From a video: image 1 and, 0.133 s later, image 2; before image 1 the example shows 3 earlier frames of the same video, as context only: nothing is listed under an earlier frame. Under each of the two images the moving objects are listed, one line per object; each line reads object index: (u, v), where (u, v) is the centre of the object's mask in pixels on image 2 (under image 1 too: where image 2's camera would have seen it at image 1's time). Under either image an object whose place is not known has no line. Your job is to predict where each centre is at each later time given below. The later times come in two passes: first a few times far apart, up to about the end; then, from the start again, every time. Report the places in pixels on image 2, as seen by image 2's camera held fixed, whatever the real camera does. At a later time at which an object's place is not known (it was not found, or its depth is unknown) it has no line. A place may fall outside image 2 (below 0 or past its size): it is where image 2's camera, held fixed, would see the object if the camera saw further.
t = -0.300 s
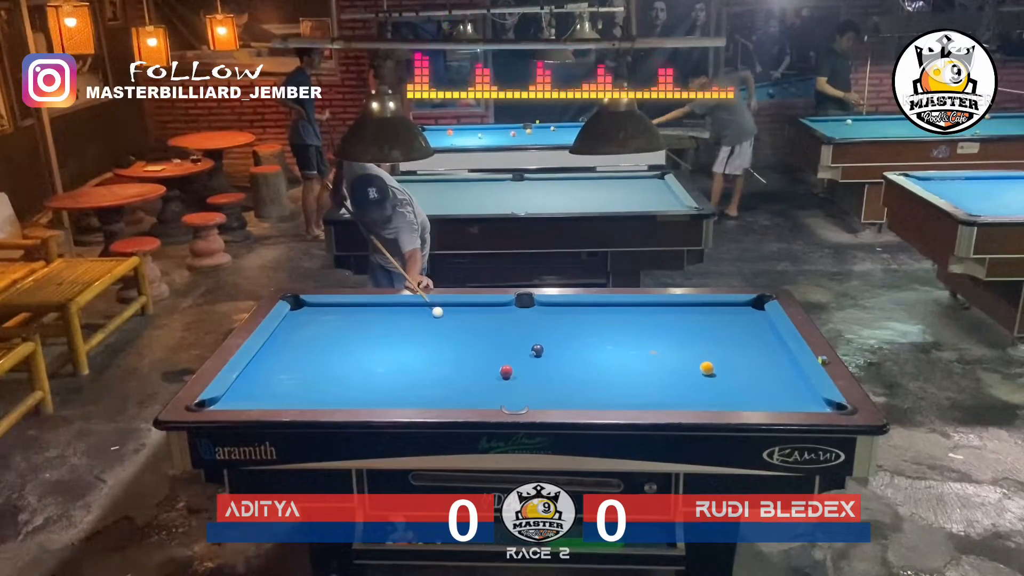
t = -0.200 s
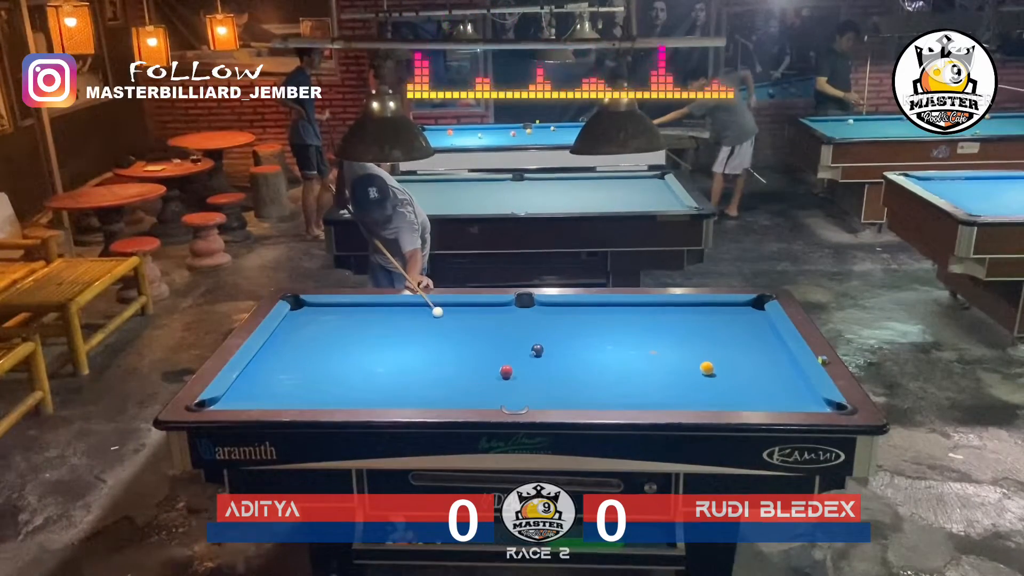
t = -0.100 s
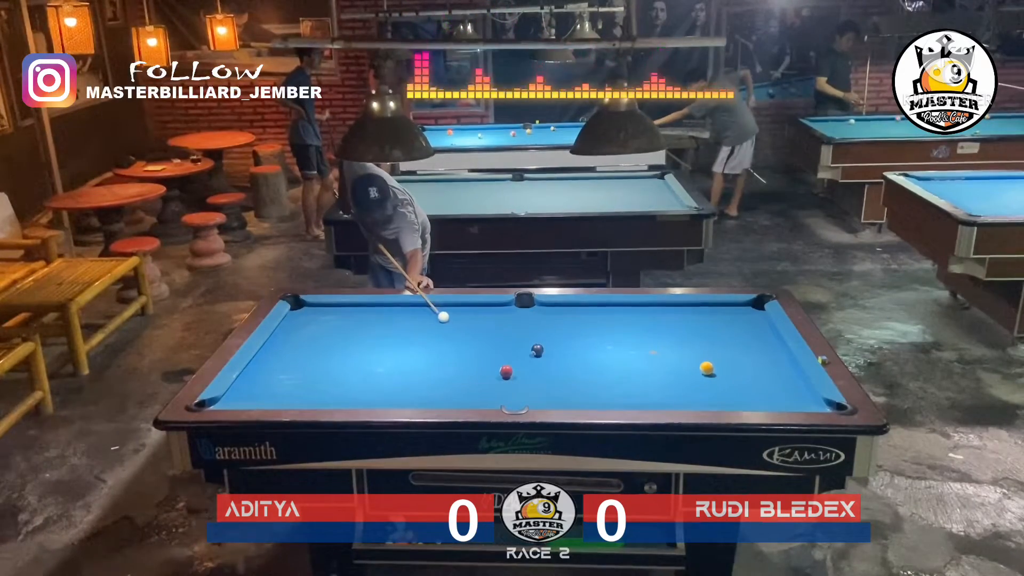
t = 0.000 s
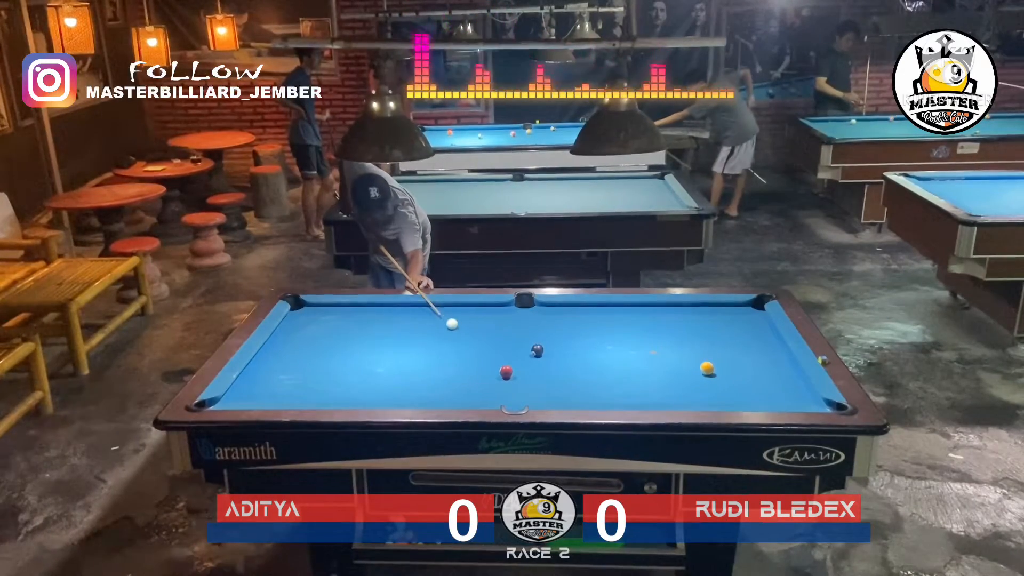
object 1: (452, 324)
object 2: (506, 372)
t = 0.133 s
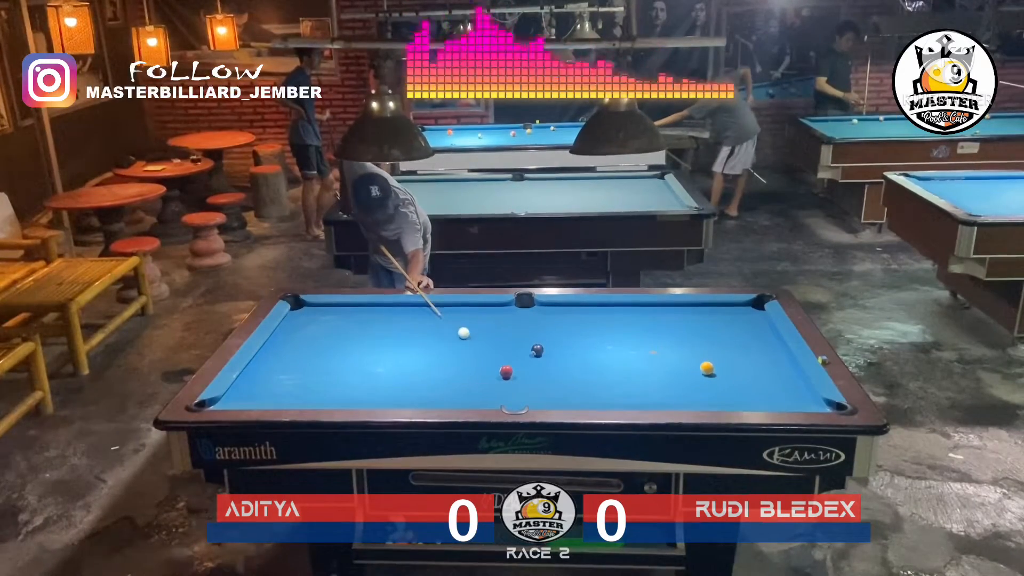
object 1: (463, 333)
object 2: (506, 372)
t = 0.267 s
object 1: (476, 343)
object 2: (506, 372)
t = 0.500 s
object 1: (498, 360)
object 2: (506, 371)
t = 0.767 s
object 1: (523, 369)
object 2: (507, 381)
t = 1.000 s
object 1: (542, 372)
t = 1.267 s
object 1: (563, 375)
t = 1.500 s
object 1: (579, 378)
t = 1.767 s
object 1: (594, 380)
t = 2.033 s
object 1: (607, 382)
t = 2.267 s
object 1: (616, 383)
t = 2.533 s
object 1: (624, 384)
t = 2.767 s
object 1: (628, 385)
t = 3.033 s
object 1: (632, 386)
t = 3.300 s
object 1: (632, 386)
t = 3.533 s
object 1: (632, 386)
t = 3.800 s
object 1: (633, 386)
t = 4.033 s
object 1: (633, 386)
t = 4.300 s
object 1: (633, 386)
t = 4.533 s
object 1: (632, 386)
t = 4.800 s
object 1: (633, 386)
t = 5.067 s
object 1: (633, 386)
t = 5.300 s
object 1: (633, 386)
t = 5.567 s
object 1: (632, 386)
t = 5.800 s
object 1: (632, 386)
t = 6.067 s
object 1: (632, 386)
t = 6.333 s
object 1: (632, 386)
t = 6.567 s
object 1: (632, 386)
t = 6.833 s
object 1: (632, 386)
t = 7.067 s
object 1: (632, 386)
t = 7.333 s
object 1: (632, 386)
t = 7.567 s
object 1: (632, 386)
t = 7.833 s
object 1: (632, 386)
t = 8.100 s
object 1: (632, 386)
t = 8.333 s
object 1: (632, 386)
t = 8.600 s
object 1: (633, 387)
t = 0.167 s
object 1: (467, 336)
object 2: (506, 372)
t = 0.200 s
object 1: (470, 338)
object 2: (506, 372)
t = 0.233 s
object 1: (473, 340)
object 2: (506, 372)
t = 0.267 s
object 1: (476, 343)
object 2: (506, 372)
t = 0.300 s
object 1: (479, 345)
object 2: (506, 372)
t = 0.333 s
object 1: (482, 348)
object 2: (506, 372)
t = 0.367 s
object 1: (485, 350)
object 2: (506, 372)
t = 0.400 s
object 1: (488, 353)
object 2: (506, 372)
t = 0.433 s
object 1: (491, 355)
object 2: (506, 372)
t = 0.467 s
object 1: (494, 358)
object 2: (506, 372)
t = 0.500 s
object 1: (498, 360)
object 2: (506, 371)
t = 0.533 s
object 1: (501, 362)
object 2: (506, 371)
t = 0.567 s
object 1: (504, 363)
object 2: (506, 372)
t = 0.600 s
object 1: (507, 364)
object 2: (506, 373)
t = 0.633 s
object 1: (511, 365)
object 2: (506, 374)
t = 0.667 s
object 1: (514, 367)
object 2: (506, 377)
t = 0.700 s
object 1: (517, 368)
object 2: (507, 378)
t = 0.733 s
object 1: (520, 368)
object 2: (507, 380)
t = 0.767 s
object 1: (523, 369)
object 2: (507, 381)
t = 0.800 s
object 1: (526, 369)
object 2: (507, 383)
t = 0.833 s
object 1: (529, 370)
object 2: (507, 384)
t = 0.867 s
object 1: (531, 370)
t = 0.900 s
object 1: (534, 370)
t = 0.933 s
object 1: (537, 371)
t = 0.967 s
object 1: (540, 371)
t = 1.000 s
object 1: (542, 372)
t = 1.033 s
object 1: (545, 372)
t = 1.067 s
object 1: (548, 372)
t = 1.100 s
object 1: (550, 373)
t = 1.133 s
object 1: (553, 373)
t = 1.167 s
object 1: (555, 374)
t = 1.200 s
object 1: (558, 374)
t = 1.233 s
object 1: (560, 374)
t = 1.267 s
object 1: (563, 375)
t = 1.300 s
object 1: (565, 375)
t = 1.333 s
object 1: (568, 376)
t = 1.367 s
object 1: (570, 376)
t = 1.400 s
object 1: (572, 376)
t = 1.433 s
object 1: (574, 377)
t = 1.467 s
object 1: (577, 377)
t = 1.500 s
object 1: (579, 378)
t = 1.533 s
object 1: (581, 378)
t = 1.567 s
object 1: (583, 378)
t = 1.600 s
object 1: (585, 378)
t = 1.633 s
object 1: (587, 379)
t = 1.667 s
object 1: (589, 379)
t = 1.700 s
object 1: (591, 379)
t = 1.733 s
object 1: (593, 380)
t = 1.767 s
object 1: (594, 380)
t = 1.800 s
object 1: (596, 380)
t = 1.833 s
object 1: (598, 380)
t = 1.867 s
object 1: (599, 381)
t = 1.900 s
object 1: (601, 381)
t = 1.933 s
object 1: (603, 381)
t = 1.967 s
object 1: (604, 381)
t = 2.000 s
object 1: (606, 382)
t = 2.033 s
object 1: (607, 382)
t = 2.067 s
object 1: (609, 382)
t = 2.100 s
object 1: (610, 382)
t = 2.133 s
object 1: (612, 382)
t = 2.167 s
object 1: (613, 382)
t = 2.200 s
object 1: (614, 382)
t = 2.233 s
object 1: (615, 382)
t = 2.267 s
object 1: (616, 383)
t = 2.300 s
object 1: (618, 383)
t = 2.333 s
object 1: (619, 383)
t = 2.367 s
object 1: (620, 383)
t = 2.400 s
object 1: (621, 383)
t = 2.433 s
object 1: (622, 384)
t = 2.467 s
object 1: (623, 384)
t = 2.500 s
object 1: (623, 384)
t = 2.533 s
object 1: (624, 384)
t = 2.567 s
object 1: (625, 384)
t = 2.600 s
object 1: (626, 384)
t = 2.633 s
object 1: (626, 384)
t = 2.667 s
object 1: (627, 385)
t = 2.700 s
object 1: (627, 385)
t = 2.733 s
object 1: (628, 385)
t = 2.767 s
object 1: (628, 385)
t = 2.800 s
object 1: (629, 385)
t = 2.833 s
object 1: (630, 385)
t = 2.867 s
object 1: (630, 385)
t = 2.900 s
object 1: (631, 385)
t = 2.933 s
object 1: (631, 386)
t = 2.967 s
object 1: (631, 386)
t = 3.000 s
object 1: (631, 386)
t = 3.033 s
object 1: (632, 386)
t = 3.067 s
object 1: (632, 386)
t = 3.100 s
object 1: (632, 386)
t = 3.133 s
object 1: (632, 386)
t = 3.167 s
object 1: (632, 386)
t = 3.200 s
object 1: (632, 386)
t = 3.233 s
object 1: (632, 386)
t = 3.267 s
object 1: (632, 386)
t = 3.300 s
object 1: (632, 386)
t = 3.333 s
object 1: (632, 386)
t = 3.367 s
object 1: (632, 386)
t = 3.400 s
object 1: (632, 386)
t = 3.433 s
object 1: (632, 386)
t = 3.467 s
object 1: (632, 386)
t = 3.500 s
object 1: (632, 386)
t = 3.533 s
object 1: (632, 386)
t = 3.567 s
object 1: (633, 386)
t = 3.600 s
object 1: (633, 386)
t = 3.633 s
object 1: (633, 386)
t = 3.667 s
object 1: (633, 386)
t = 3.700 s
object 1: (633, 386)
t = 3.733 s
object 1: (633, 386)
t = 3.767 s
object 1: (633, 386)
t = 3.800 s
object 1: (633, 386)
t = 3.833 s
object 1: (633, 386)
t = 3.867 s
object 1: (633, 386)
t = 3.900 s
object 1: (633, 386)
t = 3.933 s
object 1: (633, 386)
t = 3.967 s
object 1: (633, 386)
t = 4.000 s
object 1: (633, 386)
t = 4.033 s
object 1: (633, 386)
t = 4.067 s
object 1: (633, 386)
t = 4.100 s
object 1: (633, 386)
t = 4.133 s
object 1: (633, 386)
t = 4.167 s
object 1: (633, 386)
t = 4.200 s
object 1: (632, 386)
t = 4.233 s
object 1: (633, 386)
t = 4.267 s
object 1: (633, 386)
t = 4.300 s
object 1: (633, 386)
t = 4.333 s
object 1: (633, 386)
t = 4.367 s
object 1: (633, 386)
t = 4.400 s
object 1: (633, 386)
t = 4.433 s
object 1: (632, 386)
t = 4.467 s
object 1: (632, 386)
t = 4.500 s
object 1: (632, 386)
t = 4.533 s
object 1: (632, 386)
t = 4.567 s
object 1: (632, 386)
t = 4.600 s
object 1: (632, 386)
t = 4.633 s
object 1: (632, 386)
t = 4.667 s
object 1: (632, 386)
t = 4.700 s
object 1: (633, 386)
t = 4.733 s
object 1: (633, 386)
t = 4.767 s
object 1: (633, 386)
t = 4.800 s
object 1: (633, 386)
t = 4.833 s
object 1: (633, 386)
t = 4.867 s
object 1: (633, 386)
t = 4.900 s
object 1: (633, 386)
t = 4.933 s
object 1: (633, 386)
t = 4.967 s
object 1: (633, 386)
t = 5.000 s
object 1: (633, 386)
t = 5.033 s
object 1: (633, 386)
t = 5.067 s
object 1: (633, 386)
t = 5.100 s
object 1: (633, 386)
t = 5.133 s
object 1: (633, 386)
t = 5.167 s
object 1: (633, 386)
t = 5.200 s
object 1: (633, 386)
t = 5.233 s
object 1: (633, 386)
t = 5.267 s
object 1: (633, 386)
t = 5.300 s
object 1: (633, 386)
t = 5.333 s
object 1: (633, 386)
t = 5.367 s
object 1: (633, 386)
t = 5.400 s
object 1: (632, 386)
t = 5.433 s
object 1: (632, 386)
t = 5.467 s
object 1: (632, 386)
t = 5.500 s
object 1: (632, 386)
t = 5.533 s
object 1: (632, 386)
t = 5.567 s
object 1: (632, 386)
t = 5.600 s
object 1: (632, 386)
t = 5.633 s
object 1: (632, 386)
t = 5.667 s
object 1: (632, 386)
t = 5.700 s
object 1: (632, 386)
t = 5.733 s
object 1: (632, 386)
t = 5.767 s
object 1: (632, 386)
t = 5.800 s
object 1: (632, 386)
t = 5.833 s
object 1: (632, 386)
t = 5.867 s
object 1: (632, 386)
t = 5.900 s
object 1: (632, 386)
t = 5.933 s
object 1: (632, 386)
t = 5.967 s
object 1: (632, 386)
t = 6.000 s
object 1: (632, 386)
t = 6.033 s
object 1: (632, 386)
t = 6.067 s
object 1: (632, 386)
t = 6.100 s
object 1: (632, 386)
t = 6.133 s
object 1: (632, 386)
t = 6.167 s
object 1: (632, 386)
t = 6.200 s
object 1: (632, 386)
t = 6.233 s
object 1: (632, 386)
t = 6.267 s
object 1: (632, 386)
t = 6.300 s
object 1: (632, 386)
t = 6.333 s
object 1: (632, 386)
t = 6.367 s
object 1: (632, 386)
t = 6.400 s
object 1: (632, 386)
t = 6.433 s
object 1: (632, 386)
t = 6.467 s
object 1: (632, 386)
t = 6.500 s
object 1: (632, 386)
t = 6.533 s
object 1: (632, 386)
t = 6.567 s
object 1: (632, 386)
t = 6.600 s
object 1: (632, 386)
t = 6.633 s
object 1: (632, 386)
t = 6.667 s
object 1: (632, 386)
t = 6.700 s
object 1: (632, 386)
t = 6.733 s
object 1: (632, 386)
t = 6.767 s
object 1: (632, 386)
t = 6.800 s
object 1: (632, 386)
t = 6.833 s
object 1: (632, 386)
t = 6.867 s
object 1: (632, 386)
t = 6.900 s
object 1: (632, 386)
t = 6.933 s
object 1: (632, 386)
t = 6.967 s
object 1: (632, 386)
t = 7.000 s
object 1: (632, 386)
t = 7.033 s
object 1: (632, 386)
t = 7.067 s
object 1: (632, 386)
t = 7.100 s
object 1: (632, 386)
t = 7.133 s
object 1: (632, 386)
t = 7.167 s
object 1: (632, 386)
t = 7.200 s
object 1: (632, 386)
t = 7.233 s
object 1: (632, 386)
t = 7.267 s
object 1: (632, 386)
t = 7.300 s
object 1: (632, 386)
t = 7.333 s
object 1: (632, 386)
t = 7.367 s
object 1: (632, 386)
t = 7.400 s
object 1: (632, 386)
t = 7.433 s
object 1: (632, 386)
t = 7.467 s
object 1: (632, 386)
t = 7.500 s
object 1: (633, 386)
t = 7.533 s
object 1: (632, 386)
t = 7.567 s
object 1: (632, 386)
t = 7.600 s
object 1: (632, 386)
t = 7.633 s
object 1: (632, 386)
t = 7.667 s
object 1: (632, 386)
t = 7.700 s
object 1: (632, 386)
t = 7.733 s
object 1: (632, 386)
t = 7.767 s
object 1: (632, 386)
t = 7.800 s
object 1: (632, 386)
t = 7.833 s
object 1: (632, 386)
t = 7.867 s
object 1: (632, 386)
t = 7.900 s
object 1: (632, 386)
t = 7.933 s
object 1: (632, 386)
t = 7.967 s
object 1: (632, 386)
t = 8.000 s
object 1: (632, 386)
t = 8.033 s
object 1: (632, 386)
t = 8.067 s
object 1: (632, 386)
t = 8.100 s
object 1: (632, 386)
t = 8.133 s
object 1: (632, 386)
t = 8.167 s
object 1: (632, 386)
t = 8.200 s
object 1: (632, 386)
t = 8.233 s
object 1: (632, 386)
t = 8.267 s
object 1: (632, 386)
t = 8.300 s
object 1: (632, 386)
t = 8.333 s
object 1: (632, 386)
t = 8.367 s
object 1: (632, 386)
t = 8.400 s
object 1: (632, 386)
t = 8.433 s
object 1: (632, 386)
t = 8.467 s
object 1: (632, 386)
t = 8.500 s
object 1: (632, 386)
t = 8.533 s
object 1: (632, 386)
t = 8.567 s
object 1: (633, 386)
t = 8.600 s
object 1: (633, 387)
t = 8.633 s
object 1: (633, 386)
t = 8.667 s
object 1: (633, 386)
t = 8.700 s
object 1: (633, 386)
